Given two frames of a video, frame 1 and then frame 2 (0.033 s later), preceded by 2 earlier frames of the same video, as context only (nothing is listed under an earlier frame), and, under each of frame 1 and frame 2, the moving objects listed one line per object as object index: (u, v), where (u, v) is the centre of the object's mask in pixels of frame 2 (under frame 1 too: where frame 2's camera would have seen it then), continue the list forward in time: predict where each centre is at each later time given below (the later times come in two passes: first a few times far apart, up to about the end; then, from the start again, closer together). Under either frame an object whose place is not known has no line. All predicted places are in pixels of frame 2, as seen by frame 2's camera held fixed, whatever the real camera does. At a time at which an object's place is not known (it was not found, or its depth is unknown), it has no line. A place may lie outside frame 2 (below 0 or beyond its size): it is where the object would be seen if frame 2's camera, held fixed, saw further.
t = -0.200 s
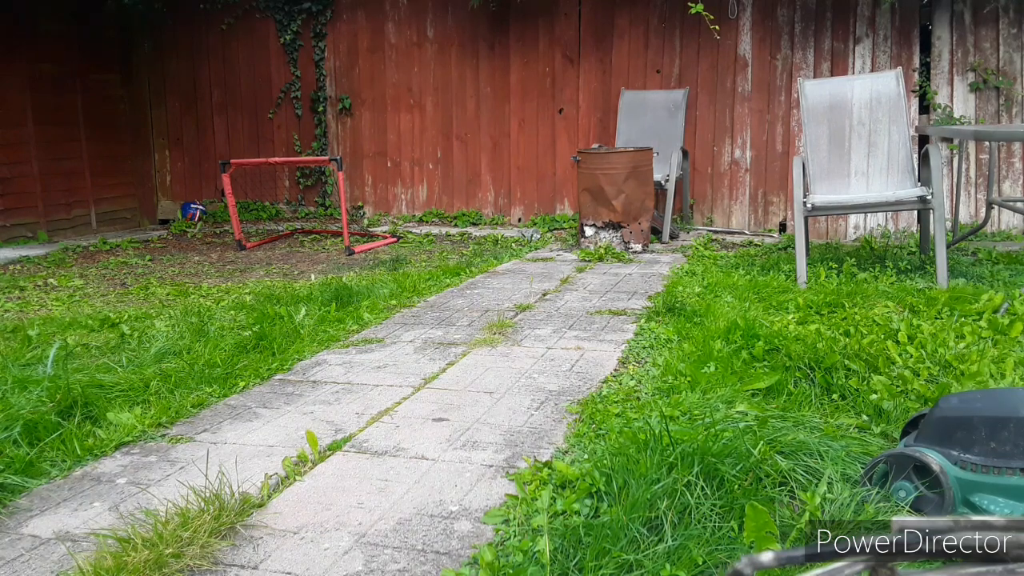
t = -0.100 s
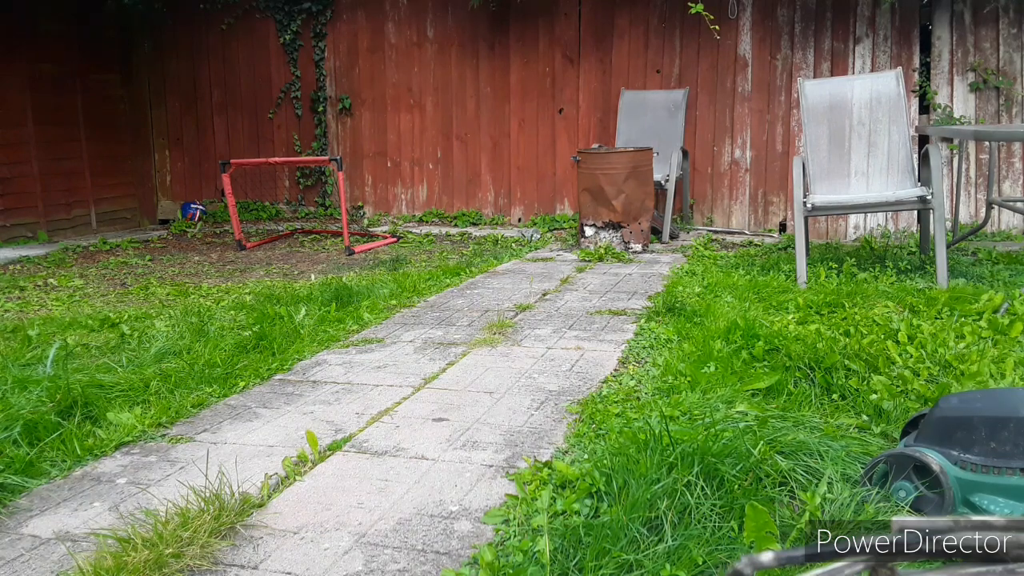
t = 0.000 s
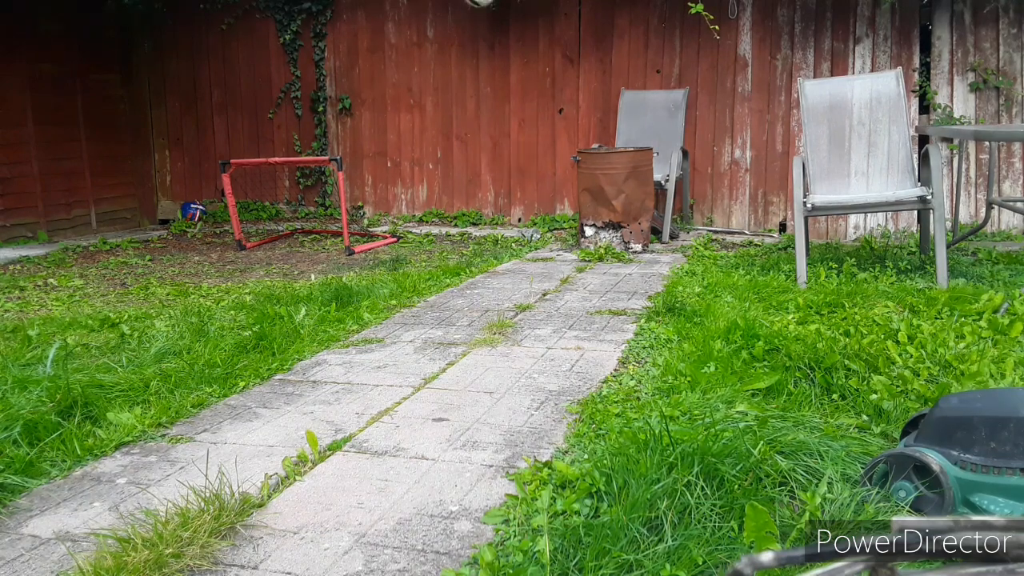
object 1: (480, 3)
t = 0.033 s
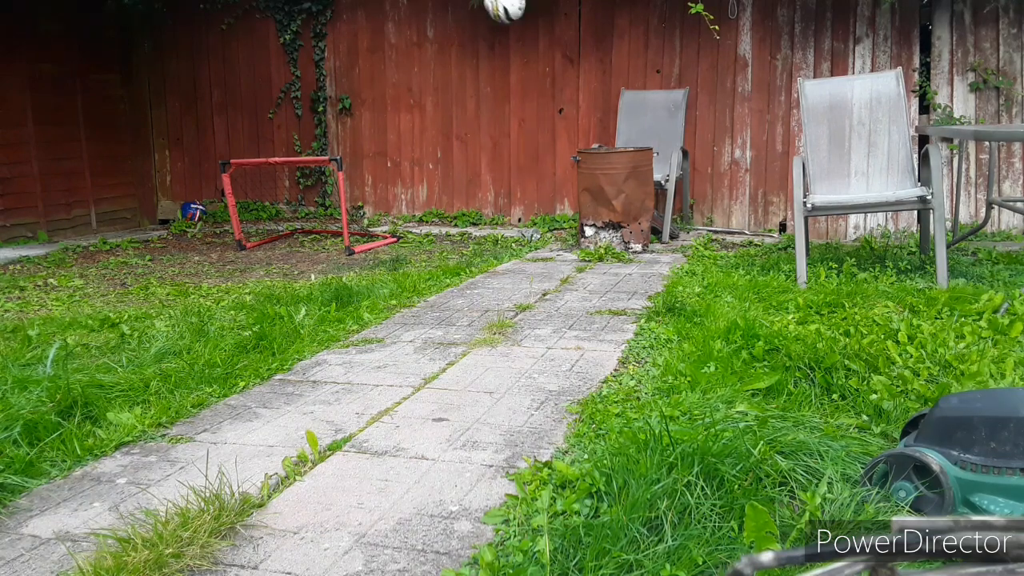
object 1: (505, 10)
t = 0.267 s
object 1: (593, 93)
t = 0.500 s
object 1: (579, 157)
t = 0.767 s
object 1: (550, 210)
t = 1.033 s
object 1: (499, 232)
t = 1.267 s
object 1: (460, 232)
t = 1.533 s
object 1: (421, 232)
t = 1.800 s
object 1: (385, 233)
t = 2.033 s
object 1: (362, 231)
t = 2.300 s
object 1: (361, 231)
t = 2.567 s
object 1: (364, 230)
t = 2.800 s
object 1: (362, 231)
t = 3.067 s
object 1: (361, 231)
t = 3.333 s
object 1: (361, 231)
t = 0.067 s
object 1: (529, 19)
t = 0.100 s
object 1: (551, 36)
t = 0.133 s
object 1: (570, 52)
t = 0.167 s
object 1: (586, 69)
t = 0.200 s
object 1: (589, 76)
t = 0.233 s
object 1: (591, 83)
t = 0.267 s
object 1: (593, 93)
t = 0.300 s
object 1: (595, 105)
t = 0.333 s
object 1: (596, 119)
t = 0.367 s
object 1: (598, 134)
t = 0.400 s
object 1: (600, 143)
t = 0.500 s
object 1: (579, 157)
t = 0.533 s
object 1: (575, 157)
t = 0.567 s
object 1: (570, 162)
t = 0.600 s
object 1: (567, 166)
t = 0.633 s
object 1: (566, 171)
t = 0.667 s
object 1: (563, 179)
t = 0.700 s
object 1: (559, 187)
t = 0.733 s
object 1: (555, 198)
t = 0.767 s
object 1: (550, 210)
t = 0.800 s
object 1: (546, 224)
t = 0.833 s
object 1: (540, 229)
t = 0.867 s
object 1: (533, 226)
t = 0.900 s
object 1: (526, 226)
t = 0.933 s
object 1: (519, 228)
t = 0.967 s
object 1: (512, 230)
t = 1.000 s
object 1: (505, 233)
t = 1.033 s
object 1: (499, 232)
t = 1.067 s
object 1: (494, 231)
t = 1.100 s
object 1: (488, 231)
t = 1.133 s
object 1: (482, 232)
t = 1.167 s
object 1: (476, 233)
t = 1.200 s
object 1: (471, 232)
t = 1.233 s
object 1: (465, 231)
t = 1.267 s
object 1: (460, 232)
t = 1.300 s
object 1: (455, 232)
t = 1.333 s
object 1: (450, 232)
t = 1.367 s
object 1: (445, 231)
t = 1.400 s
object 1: (440, 231)
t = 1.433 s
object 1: (435, 231)
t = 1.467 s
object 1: (431, 231)
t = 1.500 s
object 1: (426, 231)
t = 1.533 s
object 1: (421, 232)
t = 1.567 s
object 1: (417, 233)
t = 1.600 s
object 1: (412, 233)
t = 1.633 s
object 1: (408, 233)
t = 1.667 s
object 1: (403, 233)
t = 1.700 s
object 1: (398, 233)
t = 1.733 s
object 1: (394, 233)
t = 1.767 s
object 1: (390, 234)
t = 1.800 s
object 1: (385, 233)
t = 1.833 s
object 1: (381, 233)
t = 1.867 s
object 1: (377, 233)
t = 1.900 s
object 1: (374, 232)
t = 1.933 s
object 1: (371, 231)
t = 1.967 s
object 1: (369, 231)
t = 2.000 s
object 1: (365, 230)
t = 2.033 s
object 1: (362, 231)
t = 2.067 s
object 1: (361, 231)
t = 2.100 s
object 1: (360, 231)
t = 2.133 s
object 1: (359, 231)
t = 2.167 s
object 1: (359, 231)
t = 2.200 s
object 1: (360, 231)
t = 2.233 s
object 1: (360, 231)
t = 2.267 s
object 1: (361, 231)
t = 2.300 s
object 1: (361, 231)
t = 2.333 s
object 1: (362, 231)
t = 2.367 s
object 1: (362, 231)
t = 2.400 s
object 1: (363, 231)
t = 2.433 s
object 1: (363, 231)
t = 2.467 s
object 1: (363, 231)
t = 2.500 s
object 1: (364, 231)
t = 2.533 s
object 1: (364, 230)
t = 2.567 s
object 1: (364, 230)
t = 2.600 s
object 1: (364, 231)
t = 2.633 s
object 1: (364, 231)
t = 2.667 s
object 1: (363, 230)
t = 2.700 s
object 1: (363, 230)
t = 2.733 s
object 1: (363, 231)
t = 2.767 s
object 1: (362, 231)
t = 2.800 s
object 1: (362, 231)
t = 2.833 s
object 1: (362, 231)
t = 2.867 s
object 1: (361, 231)
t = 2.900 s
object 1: (361, 231)
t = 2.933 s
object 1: (361, 231)
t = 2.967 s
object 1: (361, 231)
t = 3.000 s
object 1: (361, 231)
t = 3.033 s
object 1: (361, 231)
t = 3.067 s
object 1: (361, 231)
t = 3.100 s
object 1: (361, 231)
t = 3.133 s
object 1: (361, 231)
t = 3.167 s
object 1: (361, 231)
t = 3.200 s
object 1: (361, 231)
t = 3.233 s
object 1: (361, 231)
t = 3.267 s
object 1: (361, 231)
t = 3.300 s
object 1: (361, 231)
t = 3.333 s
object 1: (361, 231)
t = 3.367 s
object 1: (361, 231)
